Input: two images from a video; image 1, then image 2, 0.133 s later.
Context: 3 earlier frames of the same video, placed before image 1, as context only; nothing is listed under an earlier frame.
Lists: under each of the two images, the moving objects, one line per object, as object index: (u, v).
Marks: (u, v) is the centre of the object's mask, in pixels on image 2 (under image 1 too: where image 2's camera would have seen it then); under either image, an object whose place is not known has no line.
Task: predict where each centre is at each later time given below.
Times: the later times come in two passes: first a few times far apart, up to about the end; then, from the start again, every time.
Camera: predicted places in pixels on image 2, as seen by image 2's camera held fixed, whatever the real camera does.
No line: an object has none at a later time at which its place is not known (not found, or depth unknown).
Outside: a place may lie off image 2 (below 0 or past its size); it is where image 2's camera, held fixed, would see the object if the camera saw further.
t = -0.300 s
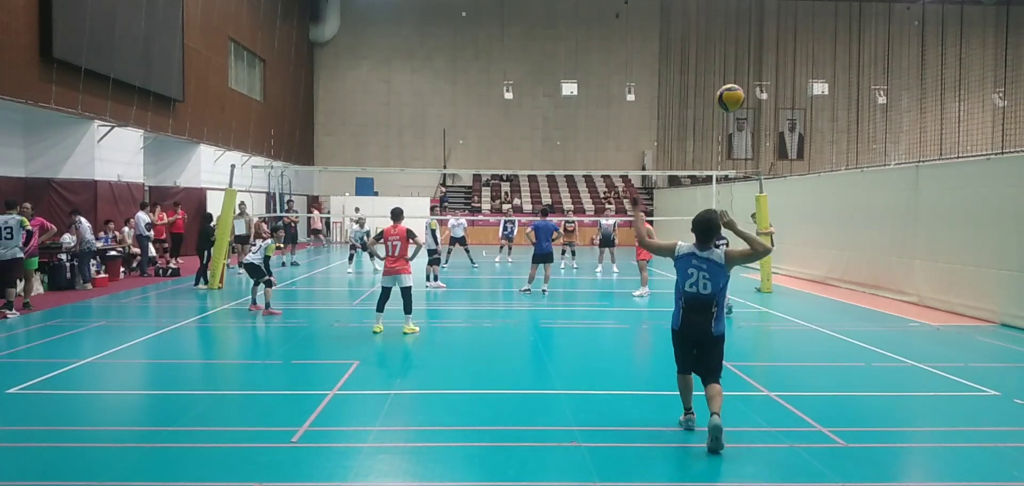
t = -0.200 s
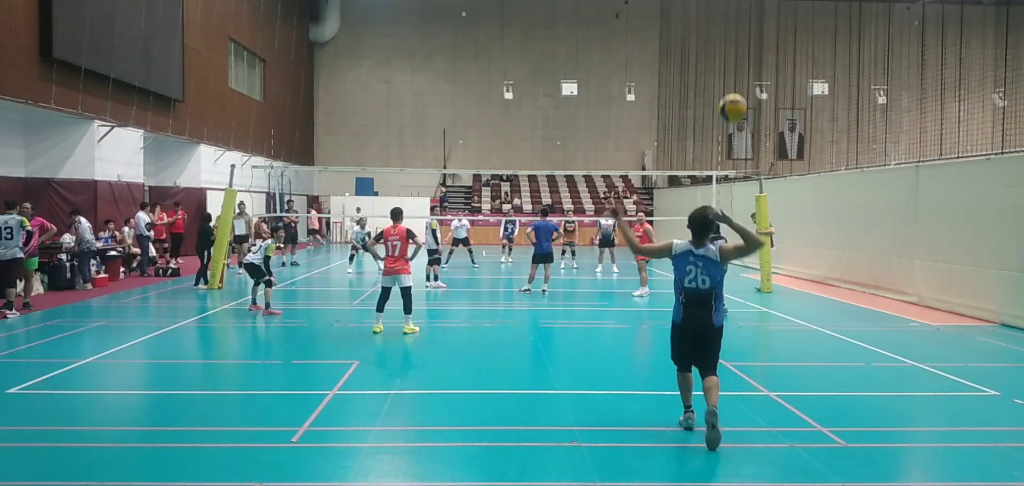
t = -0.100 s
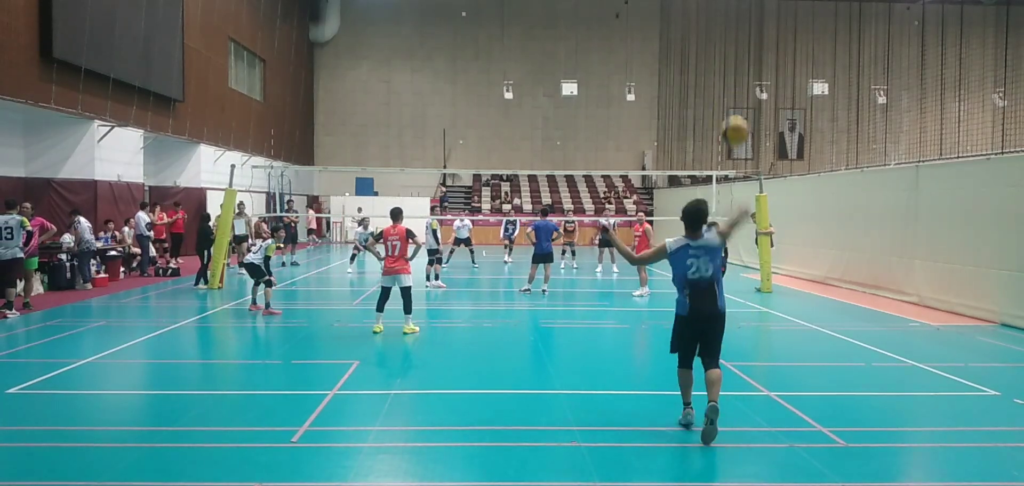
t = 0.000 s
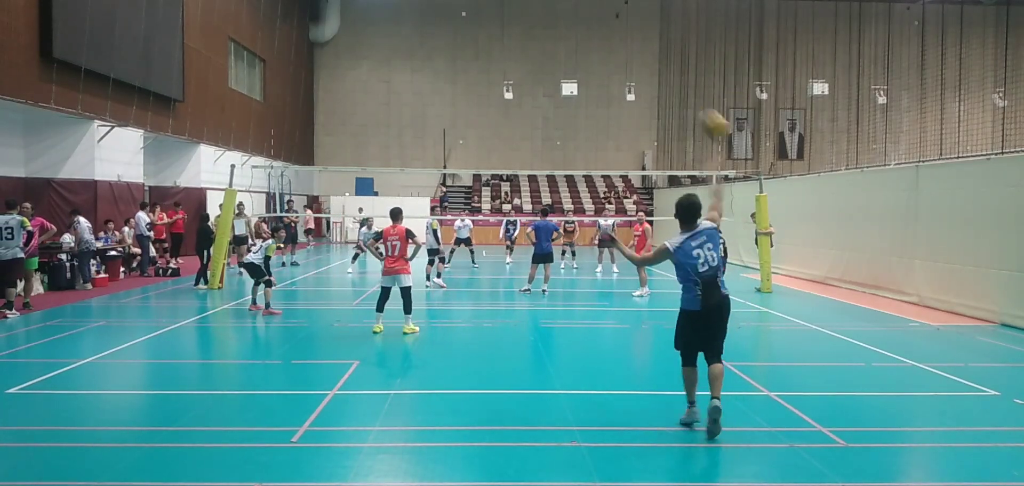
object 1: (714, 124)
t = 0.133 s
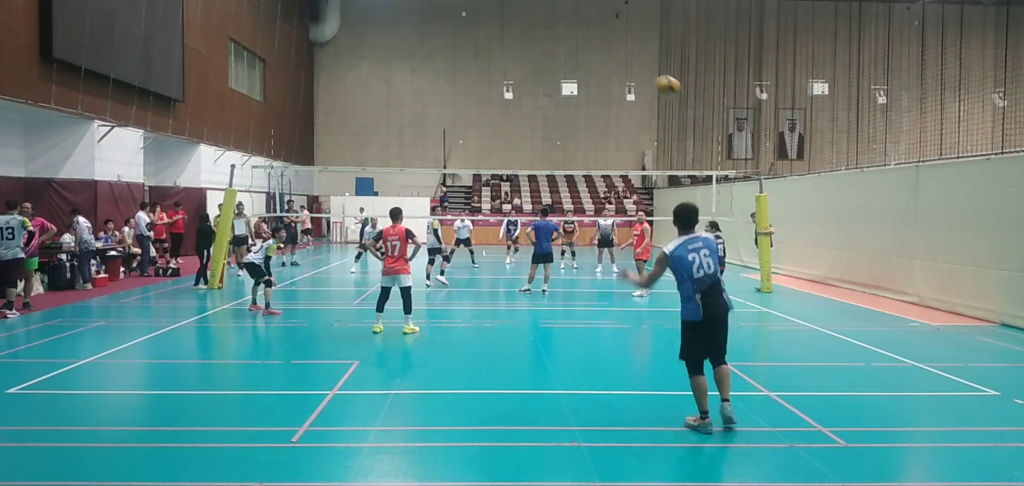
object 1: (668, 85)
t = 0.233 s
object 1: (644, 75)
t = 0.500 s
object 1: (607, 86)
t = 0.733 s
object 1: (585, 122)
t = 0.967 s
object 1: (567, 163)
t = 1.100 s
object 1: (559, 191)
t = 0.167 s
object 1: (659, 80)
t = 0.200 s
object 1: (651, 77)
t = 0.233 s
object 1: (644, 75)
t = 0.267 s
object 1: (638, 73)
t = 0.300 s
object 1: (632, 73)
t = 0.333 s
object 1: (628, 74)
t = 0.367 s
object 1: (623, 75)
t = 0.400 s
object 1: (618, 78)
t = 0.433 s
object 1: (614, 80)
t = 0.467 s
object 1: (610, 83)
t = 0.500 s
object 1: (607, 86)
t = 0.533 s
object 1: (603, 90)
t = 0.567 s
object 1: (600, 95)
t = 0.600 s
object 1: (597, 100)
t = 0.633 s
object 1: (594, 105)
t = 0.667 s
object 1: (591, 110)
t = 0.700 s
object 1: (588, 116)
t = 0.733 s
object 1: (585, 122)
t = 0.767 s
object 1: (582, 127)
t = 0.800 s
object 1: (579, 132)
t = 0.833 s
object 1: (577, 138)
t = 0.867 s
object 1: (574, 144)
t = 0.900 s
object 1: (571, 150)
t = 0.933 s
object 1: (570, 156)
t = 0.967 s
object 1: (567, 163)
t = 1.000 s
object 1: (566, 167)
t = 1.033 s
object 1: (564, 177)
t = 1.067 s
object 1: (562, 182)
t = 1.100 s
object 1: (559, 191)
